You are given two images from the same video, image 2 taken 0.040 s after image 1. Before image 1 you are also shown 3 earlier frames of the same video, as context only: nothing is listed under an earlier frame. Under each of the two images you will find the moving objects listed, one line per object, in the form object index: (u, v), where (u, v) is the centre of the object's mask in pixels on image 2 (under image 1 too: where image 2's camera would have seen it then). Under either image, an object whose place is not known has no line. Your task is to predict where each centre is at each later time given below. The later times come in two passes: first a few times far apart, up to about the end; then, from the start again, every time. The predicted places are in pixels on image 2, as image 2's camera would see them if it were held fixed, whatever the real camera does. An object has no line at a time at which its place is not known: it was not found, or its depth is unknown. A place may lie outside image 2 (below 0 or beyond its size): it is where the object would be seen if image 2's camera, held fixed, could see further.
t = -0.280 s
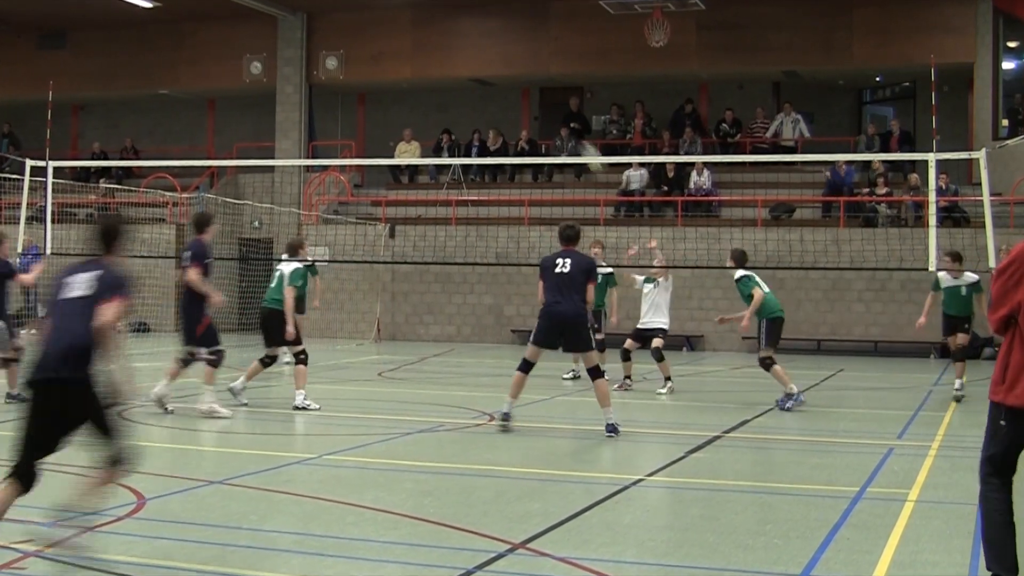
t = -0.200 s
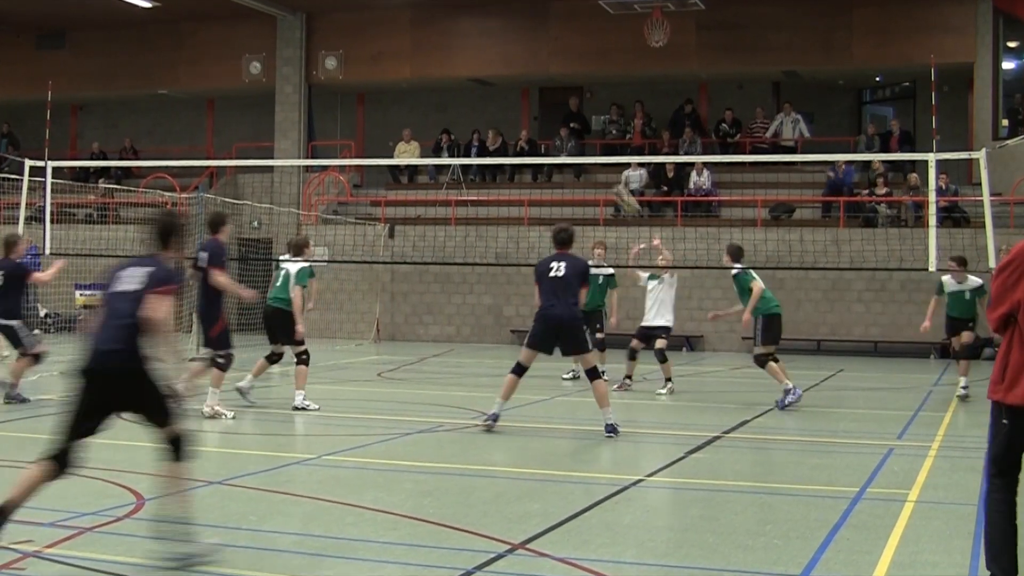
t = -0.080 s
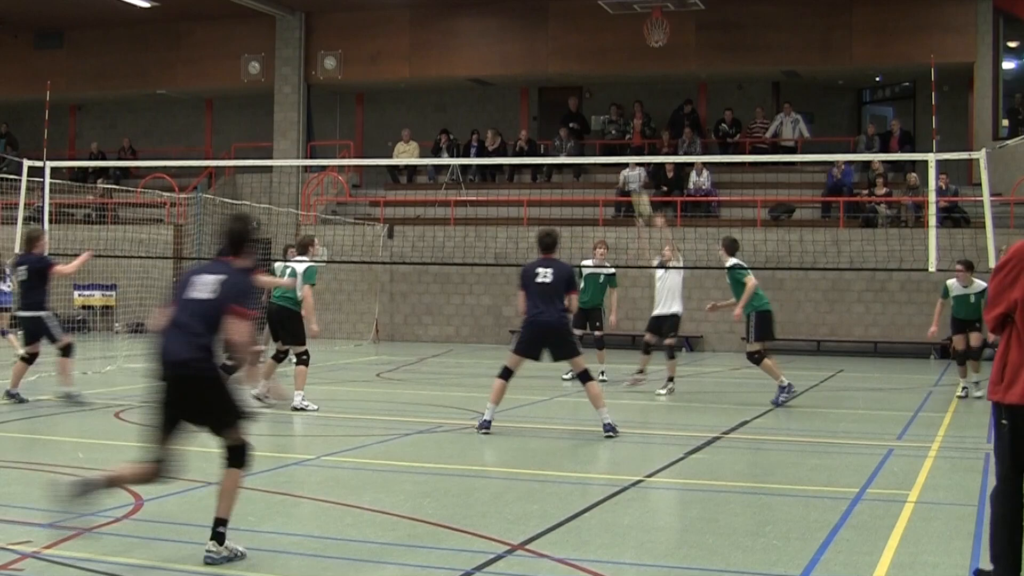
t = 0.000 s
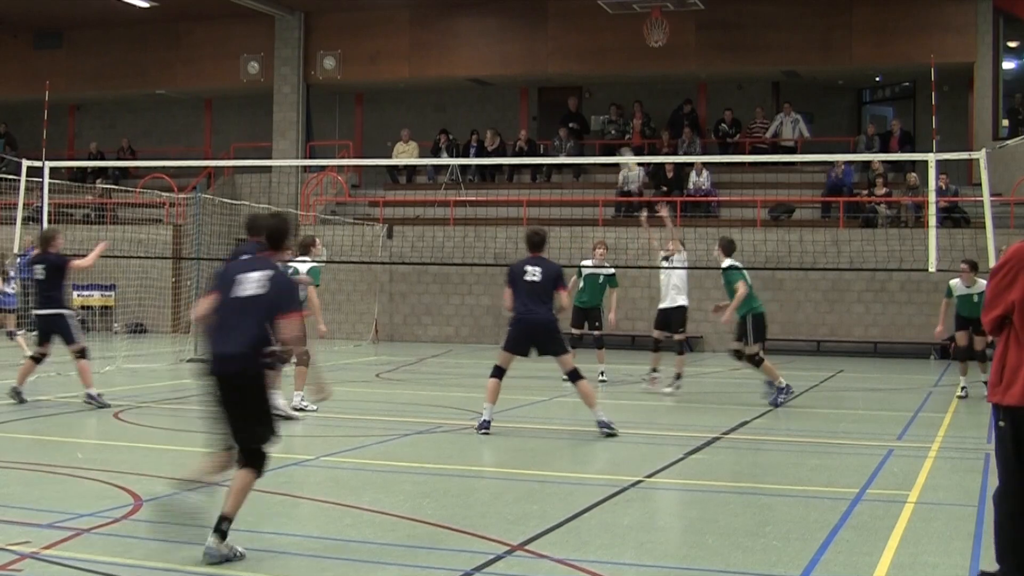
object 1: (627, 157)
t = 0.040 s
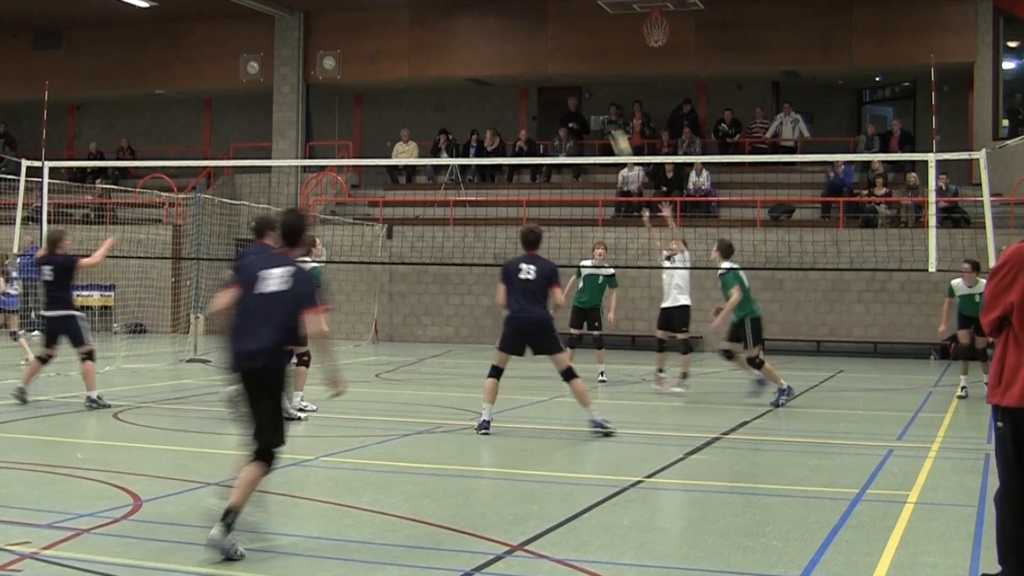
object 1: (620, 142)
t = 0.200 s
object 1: (593, 85)
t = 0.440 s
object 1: (550, 32)
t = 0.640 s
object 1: (513, 26)
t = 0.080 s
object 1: (614, 128)
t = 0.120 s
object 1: (607, 112)
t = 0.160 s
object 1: (600, 98)
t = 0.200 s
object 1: (593, 85)
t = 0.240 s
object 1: (586, 72)
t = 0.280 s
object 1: (580, 61)
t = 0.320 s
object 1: (572, 51)
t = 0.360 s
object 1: (565, 44)
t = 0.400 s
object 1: (558, 37)
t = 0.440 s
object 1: (550, 32)
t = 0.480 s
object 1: (543, 28)
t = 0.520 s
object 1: (536, 25)
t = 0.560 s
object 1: (528, 24)
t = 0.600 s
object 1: (521, 24)
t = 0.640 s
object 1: (513, 26)
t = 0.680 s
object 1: (506, 29)
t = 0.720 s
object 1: (498, 34)
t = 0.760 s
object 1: (491, 40)
